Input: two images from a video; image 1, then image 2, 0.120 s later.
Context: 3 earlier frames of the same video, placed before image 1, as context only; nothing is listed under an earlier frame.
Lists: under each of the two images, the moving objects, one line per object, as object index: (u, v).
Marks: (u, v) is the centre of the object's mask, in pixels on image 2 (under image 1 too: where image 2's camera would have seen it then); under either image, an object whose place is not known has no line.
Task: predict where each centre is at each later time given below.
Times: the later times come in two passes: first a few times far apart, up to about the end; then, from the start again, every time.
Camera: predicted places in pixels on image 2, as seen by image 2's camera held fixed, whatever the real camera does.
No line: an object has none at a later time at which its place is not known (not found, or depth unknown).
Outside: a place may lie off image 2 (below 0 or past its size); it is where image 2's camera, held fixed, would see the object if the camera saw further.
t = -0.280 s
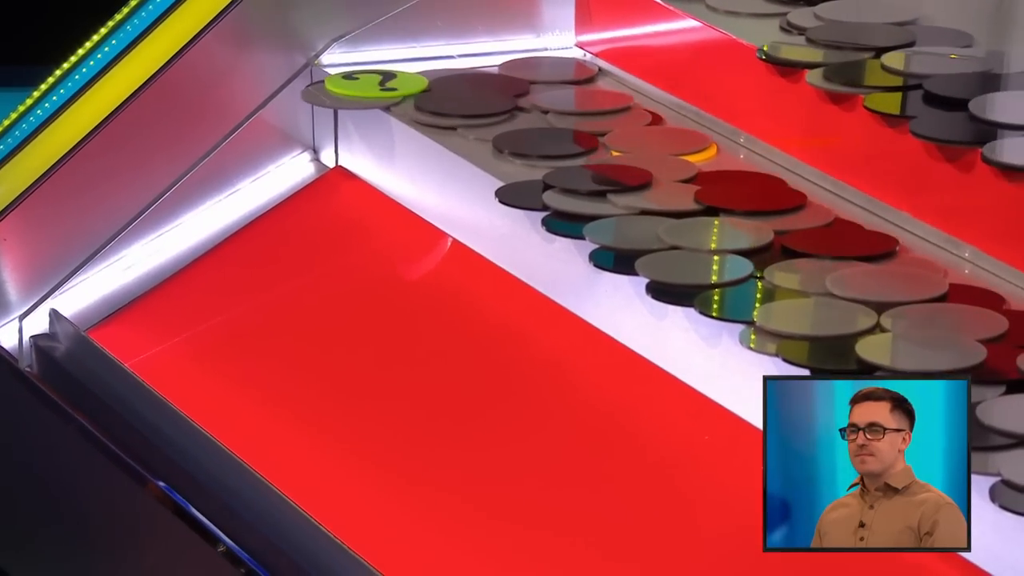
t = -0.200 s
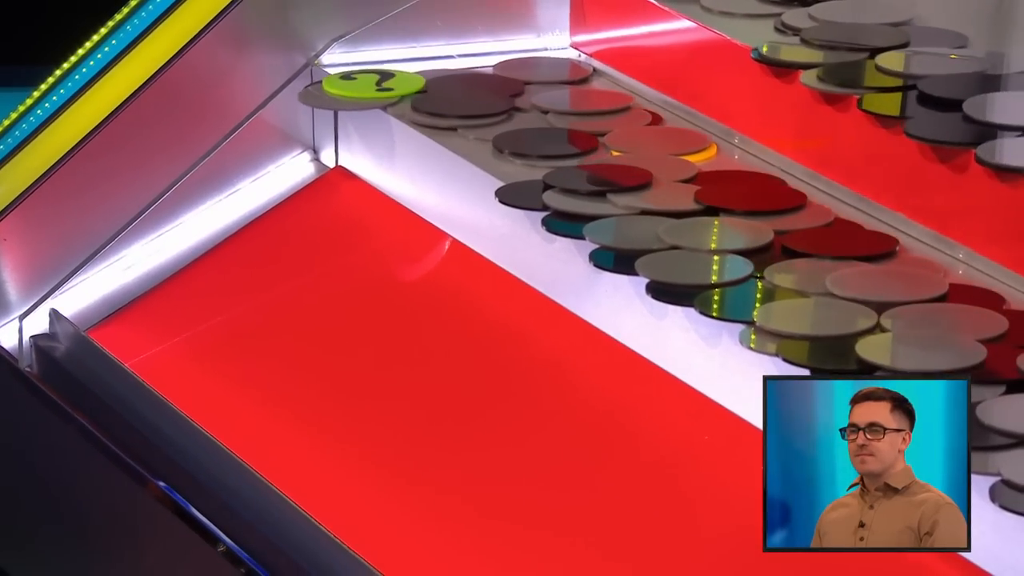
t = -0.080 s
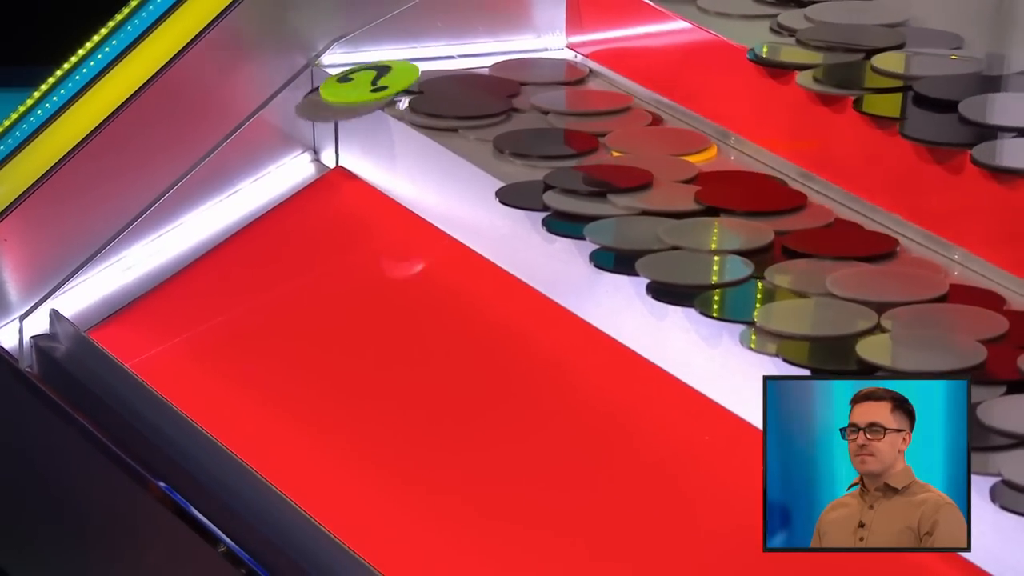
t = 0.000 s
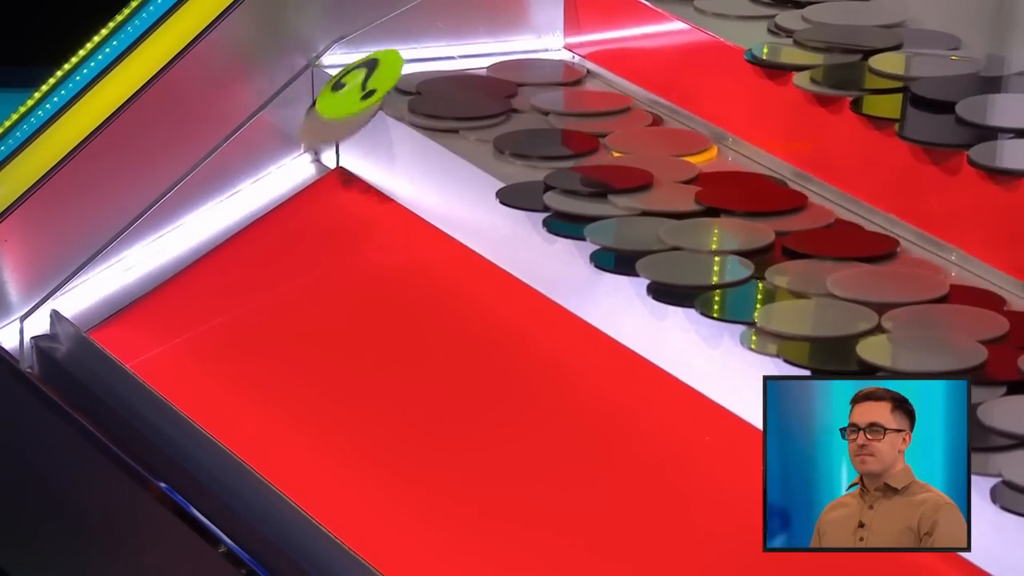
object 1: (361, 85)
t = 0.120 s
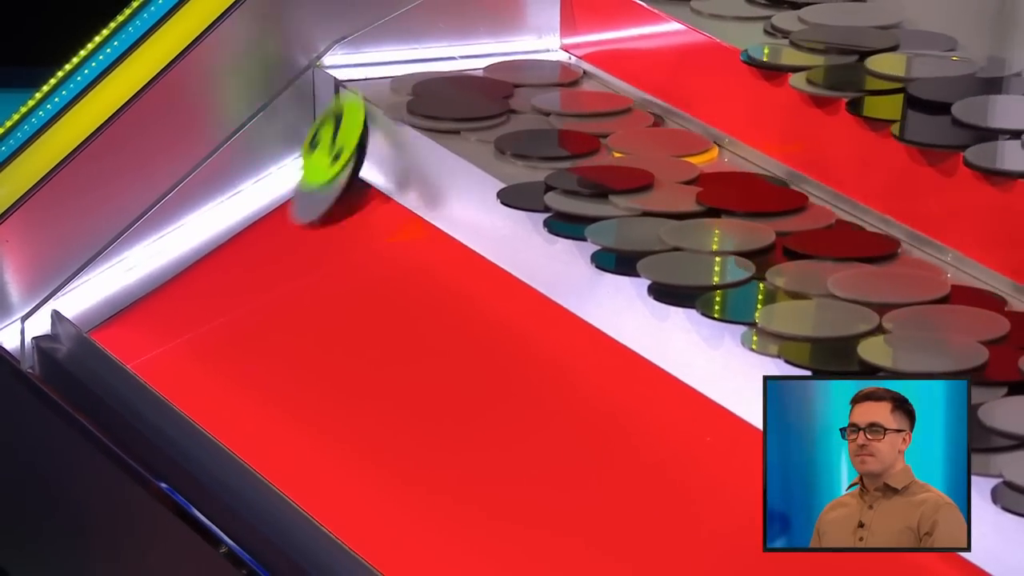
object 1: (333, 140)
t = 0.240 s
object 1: (262, 229)
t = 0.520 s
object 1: (144, 323)
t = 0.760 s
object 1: (136, 328)
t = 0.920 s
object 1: (136, 328)
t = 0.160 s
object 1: (316, 179)
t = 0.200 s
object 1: (296, 215)
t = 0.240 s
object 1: (262, 229)
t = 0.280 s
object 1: (228, 254)
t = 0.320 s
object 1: (194, 285)
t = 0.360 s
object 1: (154, 313)
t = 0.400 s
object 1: (132, 328)
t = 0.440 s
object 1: (138, 324)
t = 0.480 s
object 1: (143, 323)
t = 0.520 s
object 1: (144, 323)
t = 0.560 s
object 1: (142, 324)
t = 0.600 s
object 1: (138, 327)
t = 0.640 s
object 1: (136, 327)
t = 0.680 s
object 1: (136, 328)
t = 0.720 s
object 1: (136, 328)
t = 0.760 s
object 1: (136, 328)
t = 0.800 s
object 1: (136, 328)
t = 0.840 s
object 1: (136, 328)
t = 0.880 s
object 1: (136, 328)
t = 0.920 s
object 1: (136, 328)
